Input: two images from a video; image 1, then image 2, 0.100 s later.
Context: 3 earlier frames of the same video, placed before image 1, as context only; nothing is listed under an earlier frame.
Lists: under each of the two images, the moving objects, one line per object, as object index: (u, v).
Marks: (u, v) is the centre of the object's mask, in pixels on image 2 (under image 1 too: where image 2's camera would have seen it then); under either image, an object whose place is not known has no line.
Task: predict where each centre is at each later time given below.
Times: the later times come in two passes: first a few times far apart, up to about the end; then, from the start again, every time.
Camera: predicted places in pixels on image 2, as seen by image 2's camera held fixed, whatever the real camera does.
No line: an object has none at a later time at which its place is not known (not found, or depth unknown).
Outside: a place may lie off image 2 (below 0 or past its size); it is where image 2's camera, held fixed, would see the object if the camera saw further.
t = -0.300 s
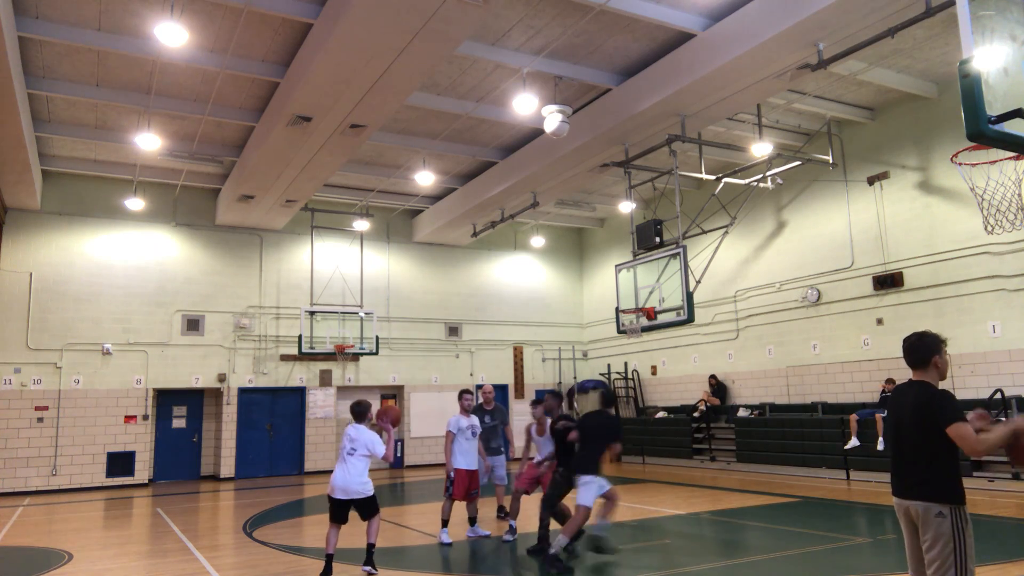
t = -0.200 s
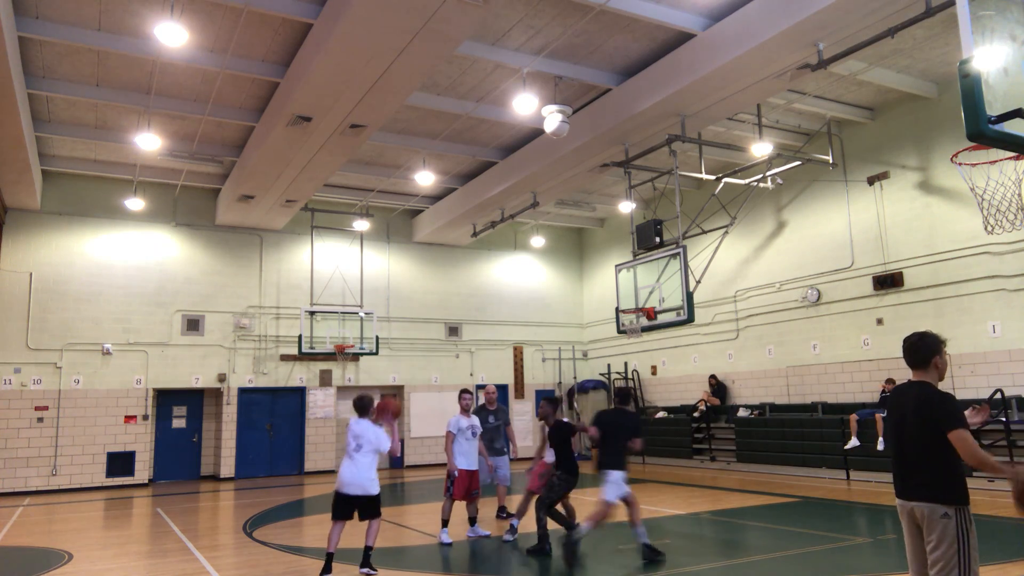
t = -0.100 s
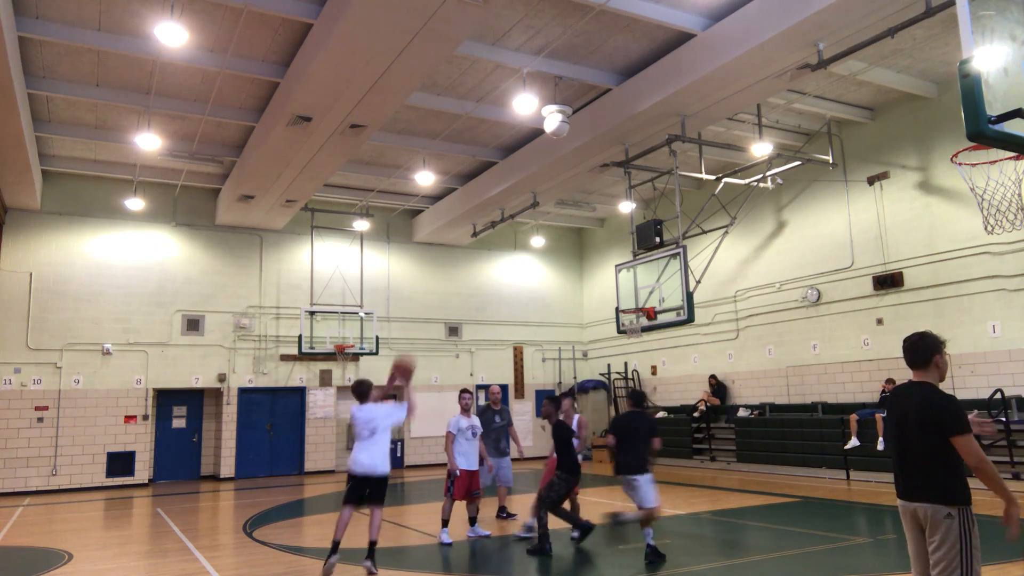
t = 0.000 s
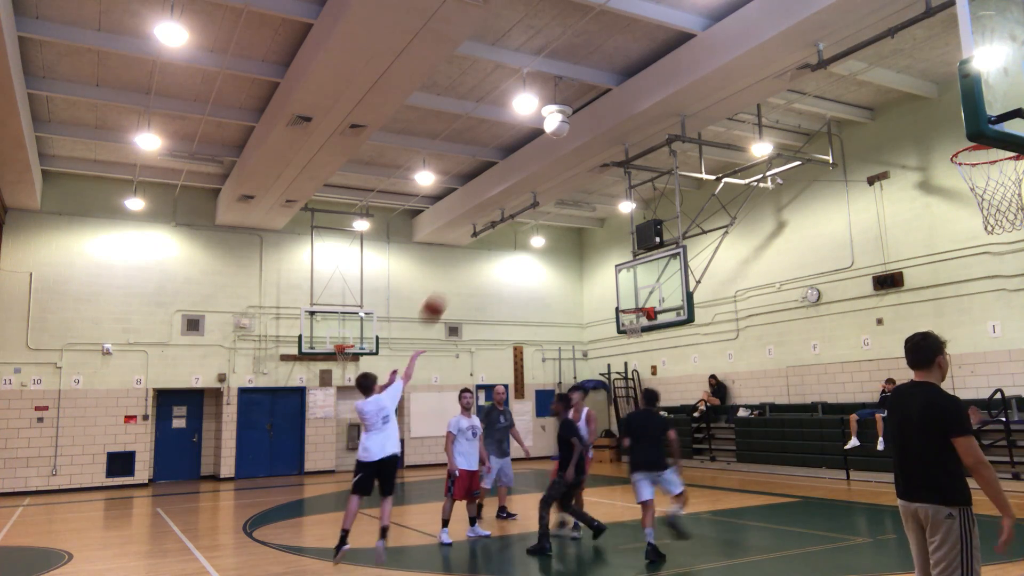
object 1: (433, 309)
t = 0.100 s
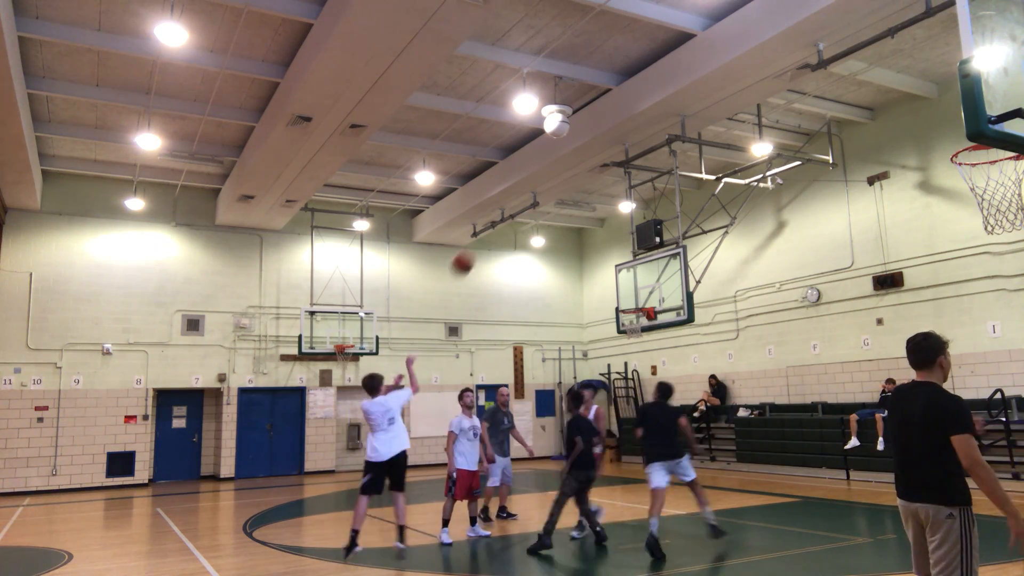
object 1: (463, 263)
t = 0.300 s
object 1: (511, 215)
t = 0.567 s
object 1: (562, 206)
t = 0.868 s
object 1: (606, 246)
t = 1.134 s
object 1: (630, 310)
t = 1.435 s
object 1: (599, 348)
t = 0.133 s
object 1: (472, 252)
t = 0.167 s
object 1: (480, 243)
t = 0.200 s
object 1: (488, 234)
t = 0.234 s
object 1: (496, 227)
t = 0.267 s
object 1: (504, 220)
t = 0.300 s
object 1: (511, 215)
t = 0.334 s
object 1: (518, 211)
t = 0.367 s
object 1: (525, 208)
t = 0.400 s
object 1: (531, 206)
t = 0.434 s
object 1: (538, 204)
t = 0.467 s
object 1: (544, 203)
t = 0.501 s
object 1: (550, 204)
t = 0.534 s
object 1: (556, 204)
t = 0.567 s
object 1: (562, 206)
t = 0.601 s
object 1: (567, 208)
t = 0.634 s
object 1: (572, 211)
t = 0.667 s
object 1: (578, 214)
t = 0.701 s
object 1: (583, 218)
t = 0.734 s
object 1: (588, 223)
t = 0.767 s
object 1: (592, 228)
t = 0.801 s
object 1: (597, 234)
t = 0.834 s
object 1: (601, 240)
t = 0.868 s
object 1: (606, 246)
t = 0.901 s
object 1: (610, 253)
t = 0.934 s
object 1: (615, 261)
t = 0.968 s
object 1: (619, 269)
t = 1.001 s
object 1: (623, 277)
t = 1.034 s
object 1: (628, 286)
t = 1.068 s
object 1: (632, 295)
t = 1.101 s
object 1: (635, 303)
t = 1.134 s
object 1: (630, 310)
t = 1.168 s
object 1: (627, 313)
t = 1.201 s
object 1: (623, 315)
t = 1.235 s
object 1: (619, 318)
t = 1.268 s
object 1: (616, 322)
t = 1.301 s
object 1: (613, 326)
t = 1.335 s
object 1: (609, 331)
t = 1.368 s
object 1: (606, 336)
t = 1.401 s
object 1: (603, 342)
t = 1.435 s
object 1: (599, 348)
